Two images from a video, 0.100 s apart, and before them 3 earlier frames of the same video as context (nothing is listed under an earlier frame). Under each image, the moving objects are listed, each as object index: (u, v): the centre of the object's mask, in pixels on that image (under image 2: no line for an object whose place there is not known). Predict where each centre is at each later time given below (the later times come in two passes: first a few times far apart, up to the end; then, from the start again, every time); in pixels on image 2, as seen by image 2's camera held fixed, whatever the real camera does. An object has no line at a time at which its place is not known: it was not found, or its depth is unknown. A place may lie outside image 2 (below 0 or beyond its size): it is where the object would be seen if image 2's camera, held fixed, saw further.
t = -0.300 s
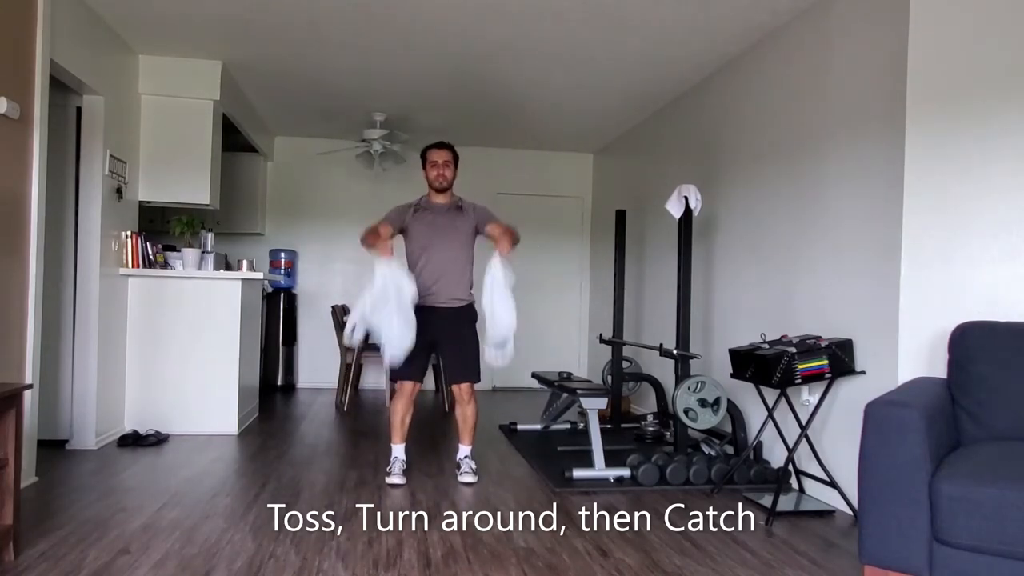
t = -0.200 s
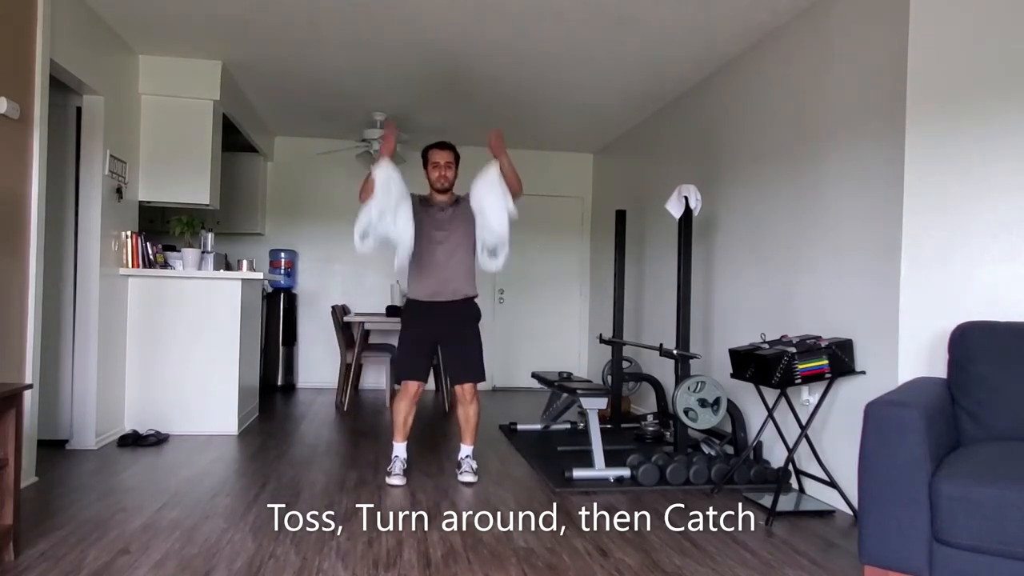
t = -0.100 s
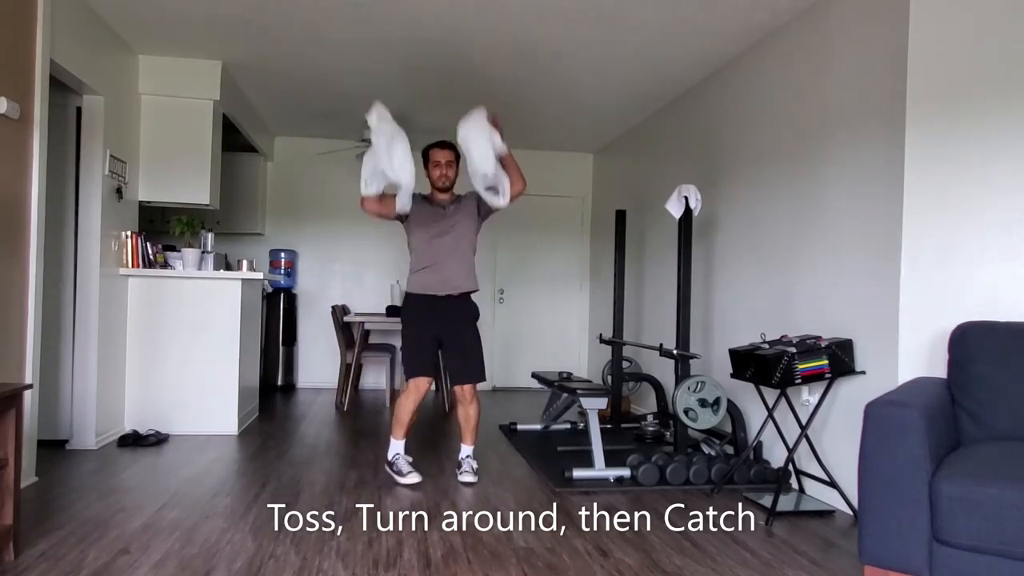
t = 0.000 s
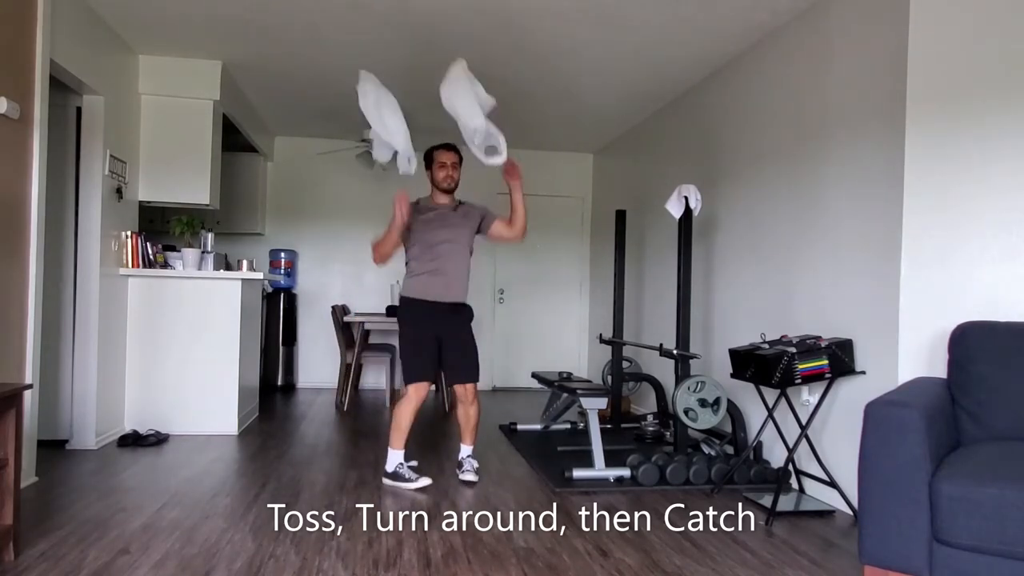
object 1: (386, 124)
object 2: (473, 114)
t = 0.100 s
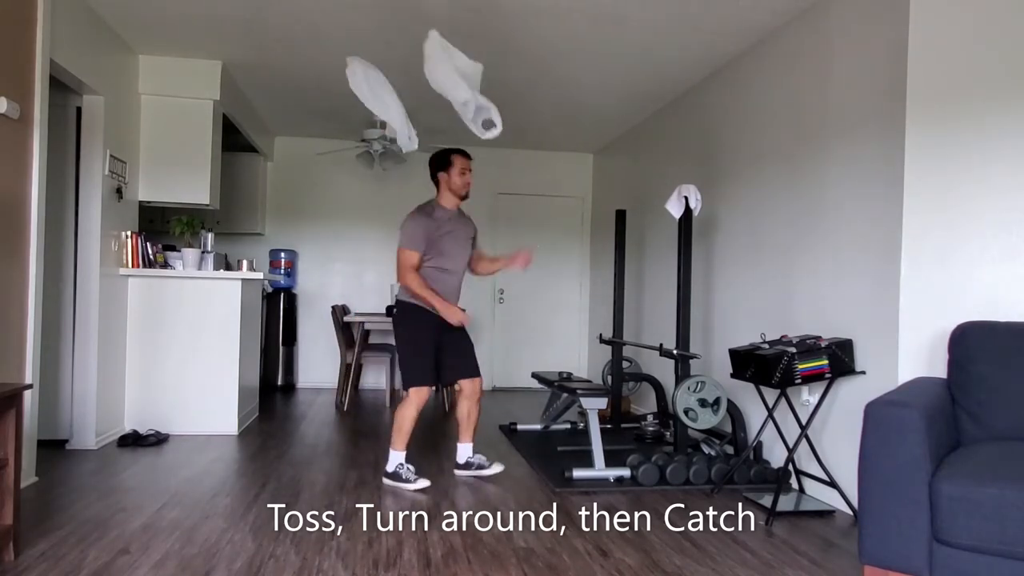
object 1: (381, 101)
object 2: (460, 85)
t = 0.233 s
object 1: (375, 89)
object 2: (444, 67)
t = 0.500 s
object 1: (368, 114)
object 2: (423, 80)
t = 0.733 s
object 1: (361, 170)
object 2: (419, 120)
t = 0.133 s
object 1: (380, 97)
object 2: (456, 78)
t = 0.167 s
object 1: (378, 93)
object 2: (452, 73)
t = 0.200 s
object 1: (377, 90)
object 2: (448, 69)
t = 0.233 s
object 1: (375, 89)
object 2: (444, 67)
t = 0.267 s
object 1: (375, 89)
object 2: (441, 66)
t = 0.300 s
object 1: (374, 90)
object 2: (437, 65)
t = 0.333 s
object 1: (374, 91)
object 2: (434, 66)
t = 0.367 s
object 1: (374, 94)
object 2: (432, 68)
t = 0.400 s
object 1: (373, 97)
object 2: (430, 70)
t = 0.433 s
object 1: (371, 102)
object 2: (427, 73)
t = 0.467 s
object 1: (370, 108)
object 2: (425, 76)
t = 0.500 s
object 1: (368, 114)
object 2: (423, 80)
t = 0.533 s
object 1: (367, 121)
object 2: (422, 84)
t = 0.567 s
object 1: (367, 129)
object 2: (421, 89)
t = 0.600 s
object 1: (366, 137)
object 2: (420, 95)
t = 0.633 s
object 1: (365, 145)
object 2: (420, 101)
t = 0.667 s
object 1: (364, 153)
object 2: (419, 107)
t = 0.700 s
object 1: (363, 162)
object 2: (419, 114)
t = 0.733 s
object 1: (361, 170)
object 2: (419, 120)
